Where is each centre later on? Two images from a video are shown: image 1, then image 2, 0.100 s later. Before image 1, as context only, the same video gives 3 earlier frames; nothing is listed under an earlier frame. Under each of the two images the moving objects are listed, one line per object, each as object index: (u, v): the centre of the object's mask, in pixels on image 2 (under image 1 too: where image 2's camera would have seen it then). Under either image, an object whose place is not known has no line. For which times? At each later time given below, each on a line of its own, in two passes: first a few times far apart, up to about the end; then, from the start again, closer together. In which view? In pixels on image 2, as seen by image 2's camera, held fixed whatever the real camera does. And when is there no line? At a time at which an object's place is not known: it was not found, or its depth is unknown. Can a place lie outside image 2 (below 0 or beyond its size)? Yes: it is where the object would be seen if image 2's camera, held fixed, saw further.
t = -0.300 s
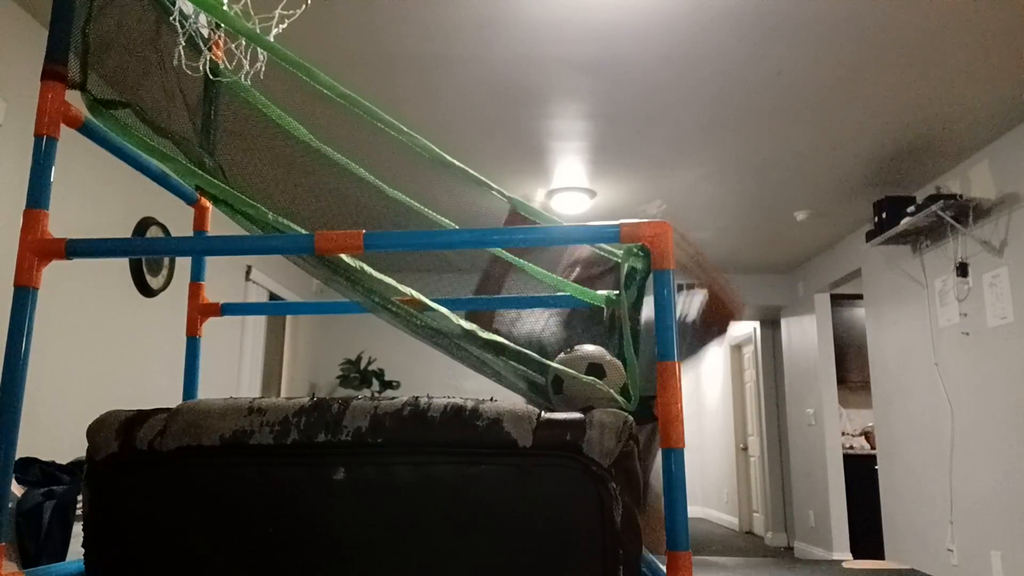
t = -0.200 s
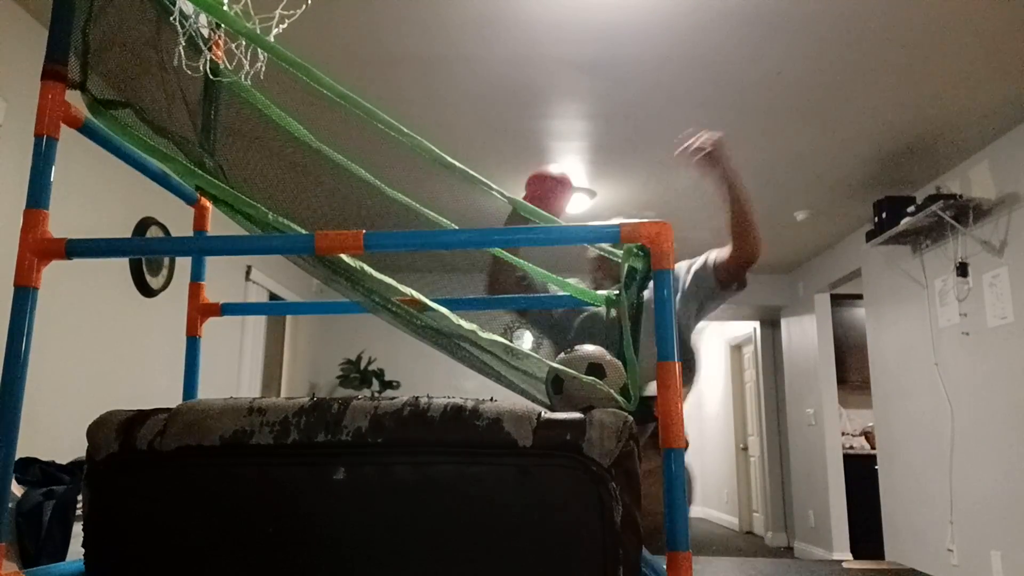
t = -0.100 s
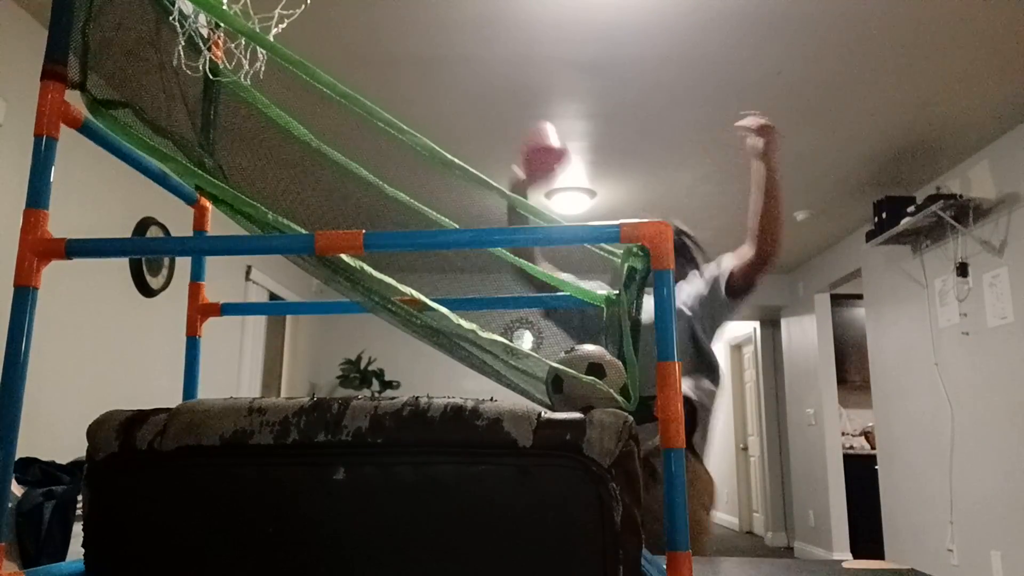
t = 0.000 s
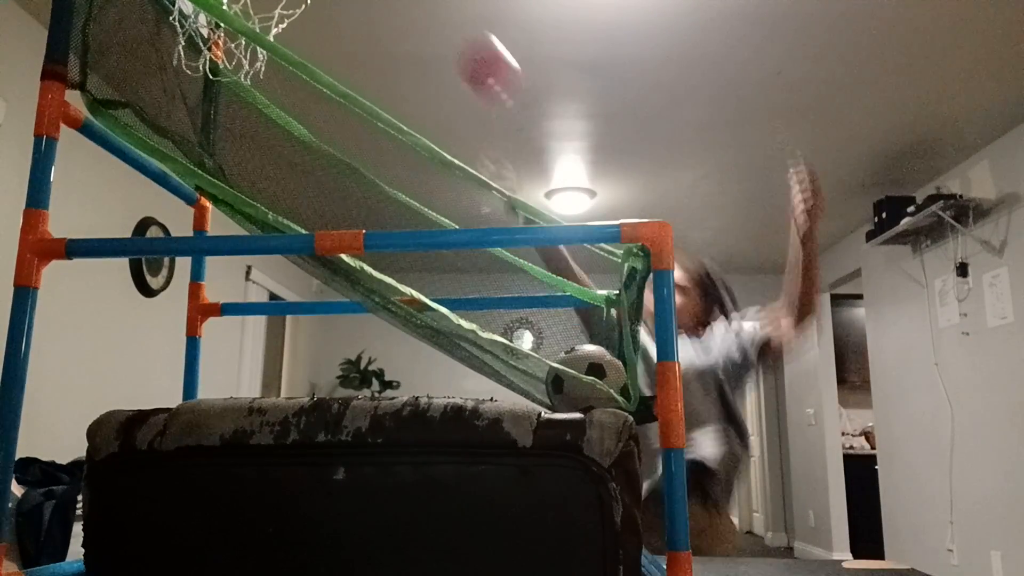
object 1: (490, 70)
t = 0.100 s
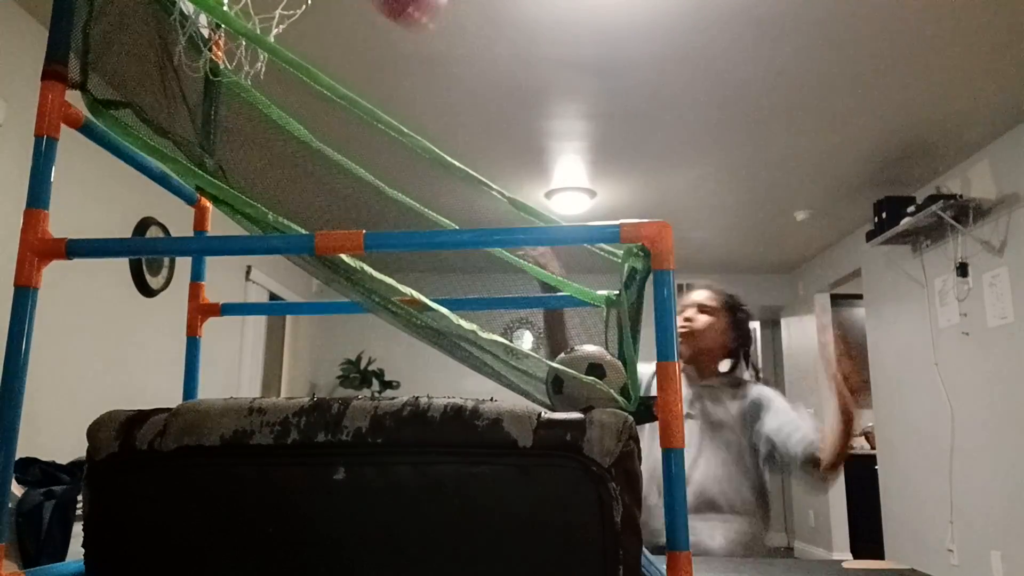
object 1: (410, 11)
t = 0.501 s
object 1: (235, 145)
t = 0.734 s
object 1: (506, 360)
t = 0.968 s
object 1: (505, 374)
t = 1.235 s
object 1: (518, 369)
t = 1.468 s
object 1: (519, 368)
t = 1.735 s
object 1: (519, 368)
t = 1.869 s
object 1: (519, 368)
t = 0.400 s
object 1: (223, 31)
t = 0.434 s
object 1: (223, 60)
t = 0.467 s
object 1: (229, 103)
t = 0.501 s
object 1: (235, 145)
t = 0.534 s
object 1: (245, 197)
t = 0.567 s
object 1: (290, 233)
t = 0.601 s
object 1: (331, 267)
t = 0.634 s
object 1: (376, 290)
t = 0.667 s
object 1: (419, 309)
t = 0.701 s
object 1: (467, 337)
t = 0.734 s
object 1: (506, 360)
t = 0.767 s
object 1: (517, 365)
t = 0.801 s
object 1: (519, 357)
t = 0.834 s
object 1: (517, 351)
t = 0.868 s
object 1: (514, 351)
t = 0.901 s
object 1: (513, 353)
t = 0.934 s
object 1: (510, 361)
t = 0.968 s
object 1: (505, 374)
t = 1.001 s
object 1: (505, 374)
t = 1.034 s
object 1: (504, 373)
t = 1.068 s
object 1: (509, 363)
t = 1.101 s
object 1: (511, 363)
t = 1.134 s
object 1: (513, 364)
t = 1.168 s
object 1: (515, 368)
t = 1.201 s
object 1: (517, 369)
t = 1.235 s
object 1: (518, 369)
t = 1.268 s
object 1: (518, 369)
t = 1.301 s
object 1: (518, 369)
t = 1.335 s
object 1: (518, 369)
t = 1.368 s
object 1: (518, 369)
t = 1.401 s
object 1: (519, 368)
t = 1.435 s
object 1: (519, 368)
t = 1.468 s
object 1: (519, 368)
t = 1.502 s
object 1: (519, 368)
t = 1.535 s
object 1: (519, 369)
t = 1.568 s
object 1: (519, 369)
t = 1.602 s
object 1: (519, 369)
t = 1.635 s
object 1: (519, 369)
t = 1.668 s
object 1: (519, 369)
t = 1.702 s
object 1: (519, 368)
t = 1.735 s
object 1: (519, 368)
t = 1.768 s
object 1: (519, 368)
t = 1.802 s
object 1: (519, 368)
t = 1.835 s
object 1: (519, 368)
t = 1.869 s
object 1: (519, 368)
